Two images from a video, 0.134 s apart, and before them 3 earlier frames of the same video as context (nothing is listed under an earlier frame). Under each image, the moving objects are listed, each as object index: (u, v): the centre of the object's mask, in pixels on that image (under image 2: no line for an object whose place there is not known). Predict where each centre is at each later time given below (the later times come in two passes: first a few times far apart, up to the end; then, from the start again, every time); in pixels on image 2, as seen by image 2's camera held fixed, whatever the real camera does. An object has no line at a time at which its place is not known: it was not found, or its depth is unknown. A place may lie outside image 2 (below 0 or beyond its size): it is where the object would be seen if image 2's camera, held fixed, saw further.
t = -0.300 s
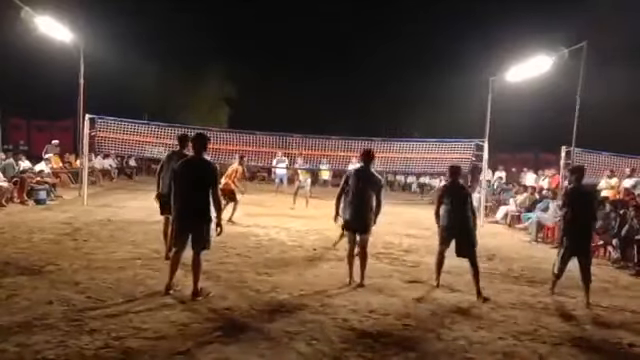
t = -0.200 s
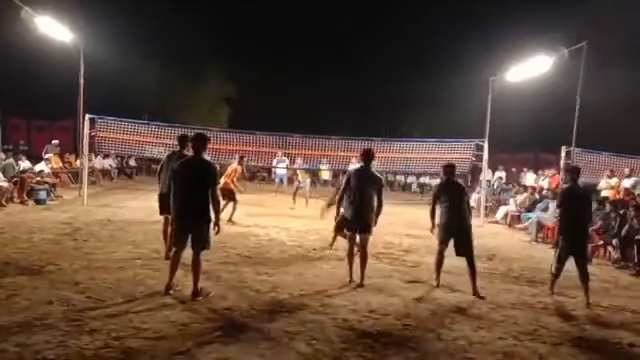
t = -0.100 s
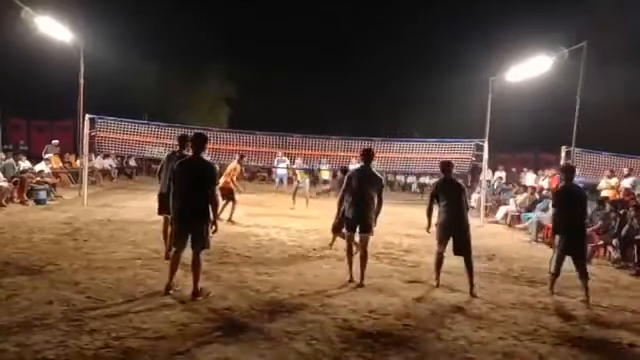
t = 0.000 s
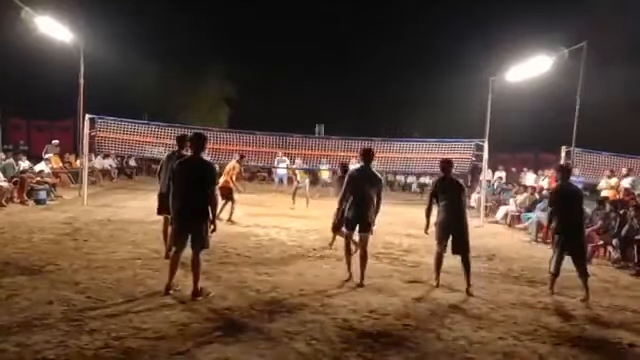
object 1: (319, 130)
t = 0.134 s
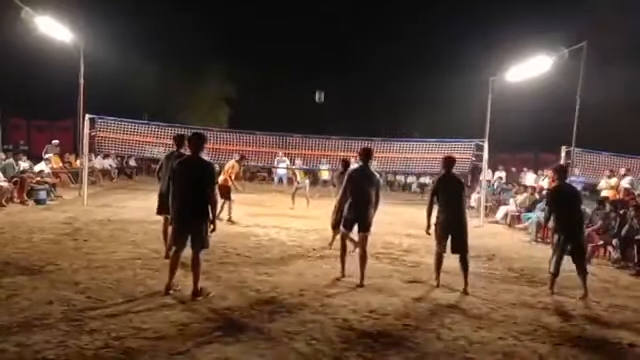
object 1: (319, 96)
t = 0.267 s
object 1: (318, 75)
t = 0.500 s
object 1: (317, 59)
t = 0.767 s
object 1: (314, 66)
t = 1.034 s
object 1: (311, 91)
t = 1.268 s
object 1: (307, 124)
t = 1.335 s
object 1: (306, 133)
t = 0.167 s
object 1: (319, 90)
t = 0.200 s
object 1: (319, 84)
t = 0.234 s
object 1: (318, 79)
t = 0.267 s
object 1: (318, 75)
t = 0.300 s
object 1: (318, 70)
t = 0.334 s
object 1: (318, 68)
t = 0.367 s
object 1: (318, 65)
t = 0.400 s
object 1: (318, 63)
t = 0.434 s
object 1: (317, 61)
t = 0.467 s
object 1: (317, 59)
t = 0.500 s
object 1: (317, 59)
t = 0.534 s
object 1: (316, 59)
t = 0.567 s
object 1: (316, 59)
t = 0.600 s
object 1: (316, 59)
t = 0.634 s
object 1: (315, 59)
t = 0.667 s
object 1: (315, 61)
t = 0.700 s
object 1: (315, 62)
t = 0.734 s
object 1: (315, 64)
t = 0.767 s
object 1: (314, 66)
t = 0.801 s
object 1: (314, 68)
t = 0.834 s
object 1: (314, 71)
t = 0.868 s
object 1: (313, 74)
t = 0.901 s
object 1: (313, 77)
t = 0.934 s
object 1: (312, 80)
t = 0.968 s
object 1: (312, 84)
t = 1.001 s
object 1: (311, 87)
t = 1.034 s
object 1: (311, 91)
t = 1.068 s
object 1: (311, 96)
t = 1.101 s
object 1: (310, 100)
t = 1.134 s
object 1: (309, 104)
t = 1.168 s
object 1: (309, 109)
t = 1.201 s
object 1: (308, 114)
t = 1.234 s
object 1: (308, 119)
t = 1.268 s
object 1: (307, 124)
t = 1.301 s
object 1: (306, 129)
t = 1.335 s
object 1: (306, 133)
